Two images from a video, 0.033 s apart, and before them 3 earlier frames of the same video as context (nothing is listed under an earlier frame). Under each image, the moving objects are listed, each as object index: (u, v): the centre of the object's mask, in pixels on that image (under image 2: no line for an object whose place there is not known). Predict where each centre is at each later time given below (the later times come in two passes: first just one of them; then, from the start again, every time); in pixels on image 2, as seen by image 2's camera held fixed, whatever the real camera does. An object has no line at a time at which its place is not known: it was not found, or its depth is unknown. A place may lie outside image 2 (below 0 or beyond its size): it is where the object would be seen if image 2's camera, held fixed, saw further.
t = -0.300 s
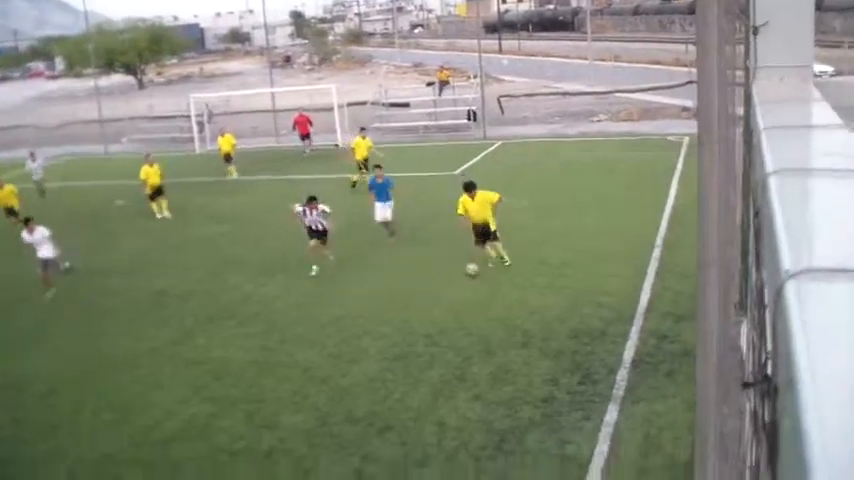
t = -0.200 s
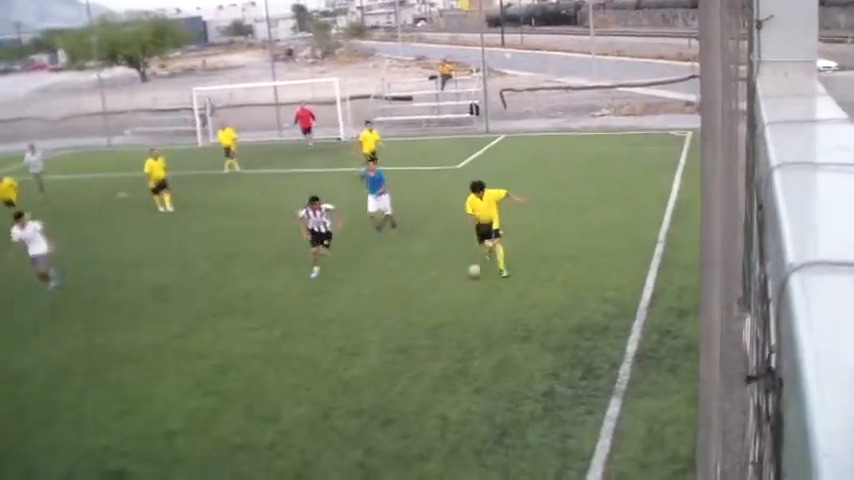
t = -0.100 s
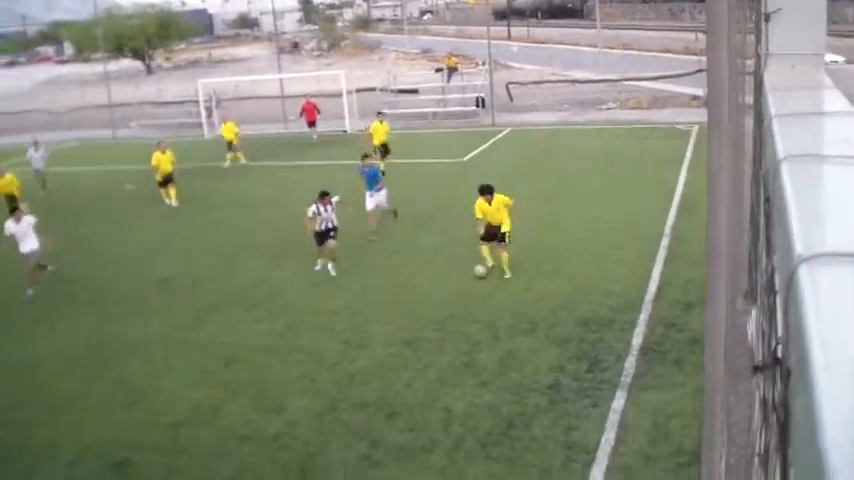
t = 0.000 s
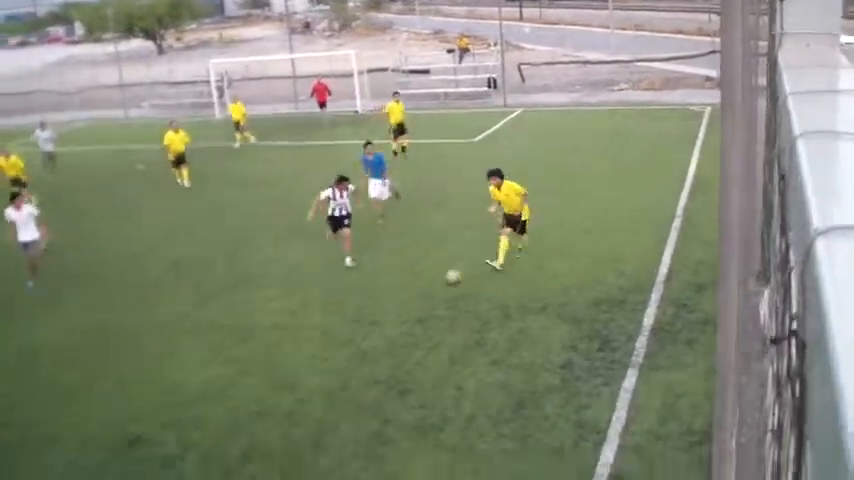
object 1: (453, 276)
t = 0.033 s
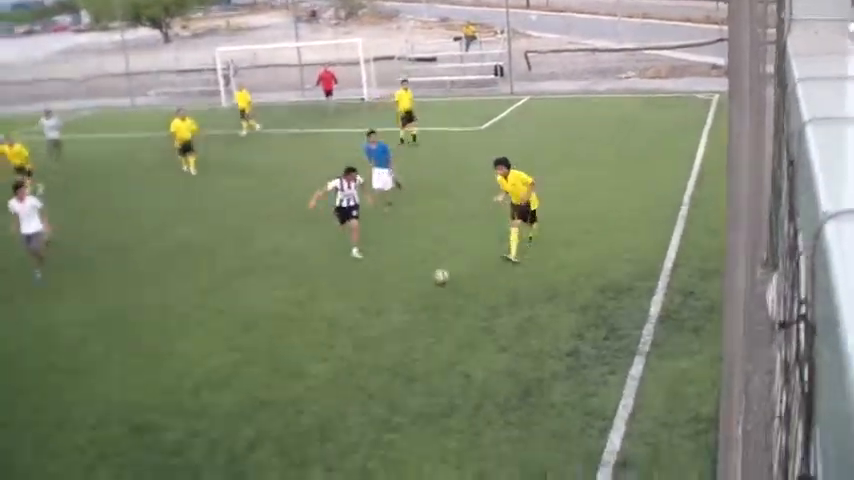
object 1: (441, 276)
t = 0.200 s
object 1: (341, 343)
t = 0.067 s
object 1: (423, 290)
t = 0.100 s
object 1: (403, 302)
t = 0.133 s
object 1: (384, 314)
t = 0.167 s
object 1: (362, 328)
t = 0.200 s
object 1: (341, 343)
